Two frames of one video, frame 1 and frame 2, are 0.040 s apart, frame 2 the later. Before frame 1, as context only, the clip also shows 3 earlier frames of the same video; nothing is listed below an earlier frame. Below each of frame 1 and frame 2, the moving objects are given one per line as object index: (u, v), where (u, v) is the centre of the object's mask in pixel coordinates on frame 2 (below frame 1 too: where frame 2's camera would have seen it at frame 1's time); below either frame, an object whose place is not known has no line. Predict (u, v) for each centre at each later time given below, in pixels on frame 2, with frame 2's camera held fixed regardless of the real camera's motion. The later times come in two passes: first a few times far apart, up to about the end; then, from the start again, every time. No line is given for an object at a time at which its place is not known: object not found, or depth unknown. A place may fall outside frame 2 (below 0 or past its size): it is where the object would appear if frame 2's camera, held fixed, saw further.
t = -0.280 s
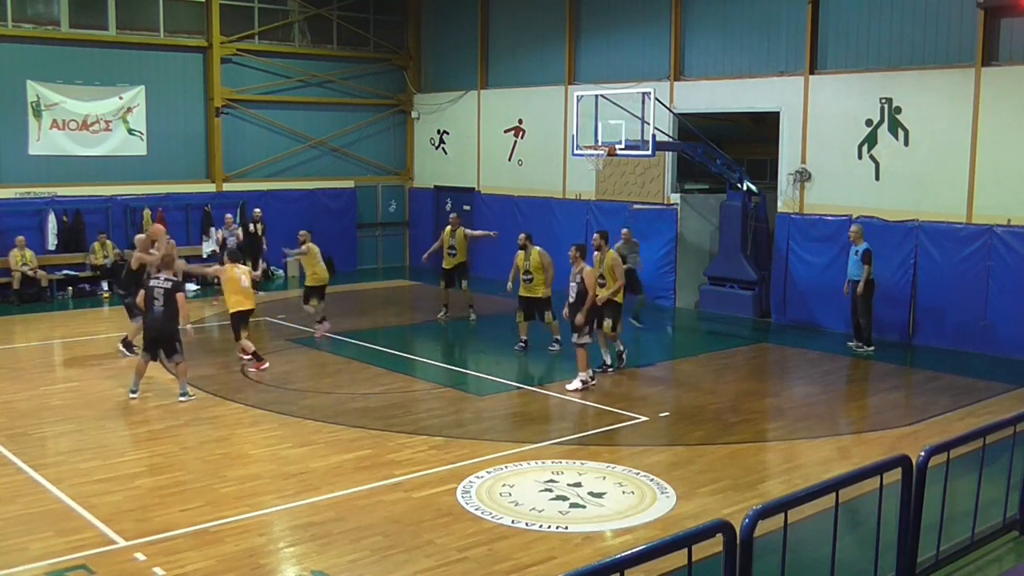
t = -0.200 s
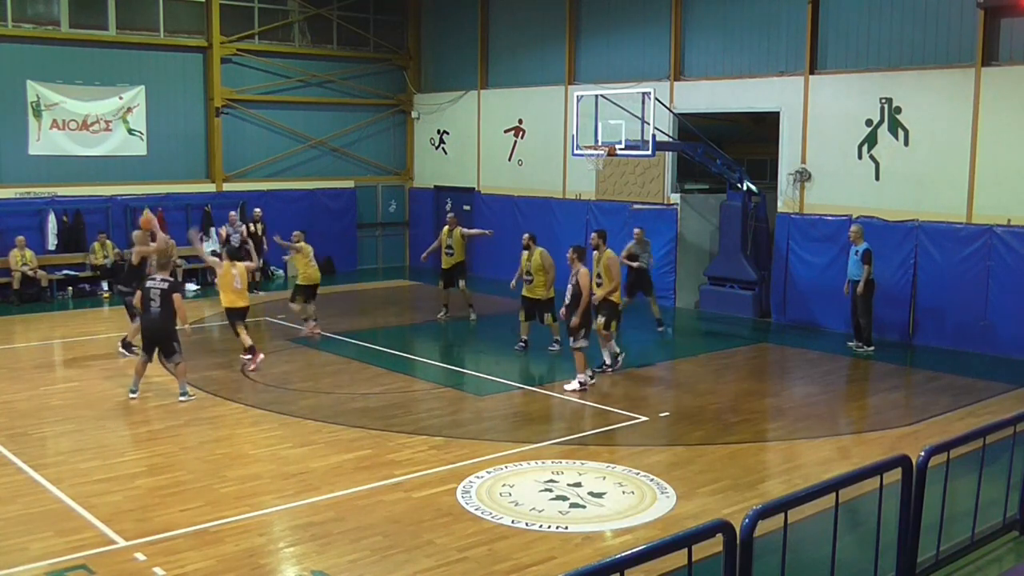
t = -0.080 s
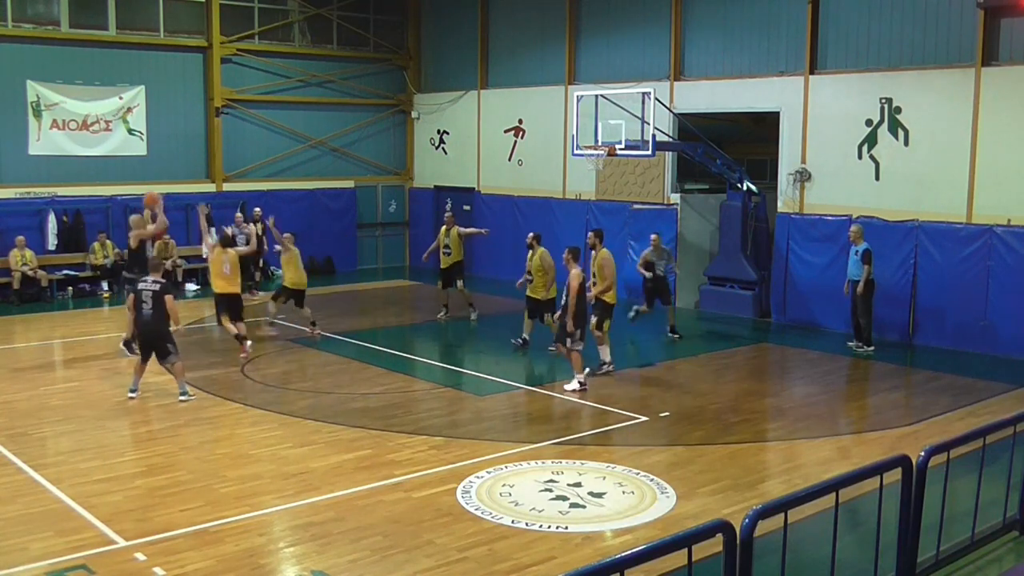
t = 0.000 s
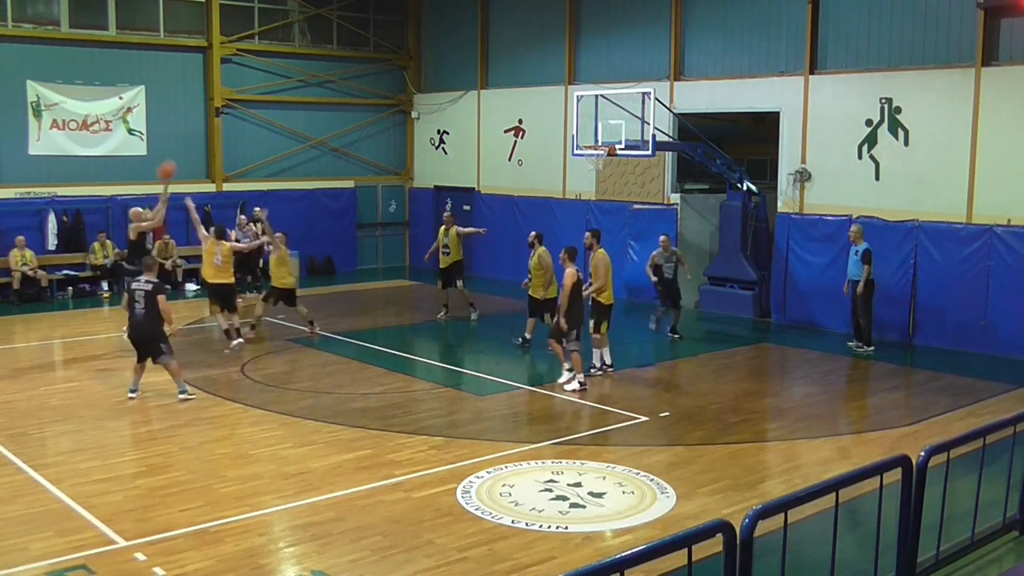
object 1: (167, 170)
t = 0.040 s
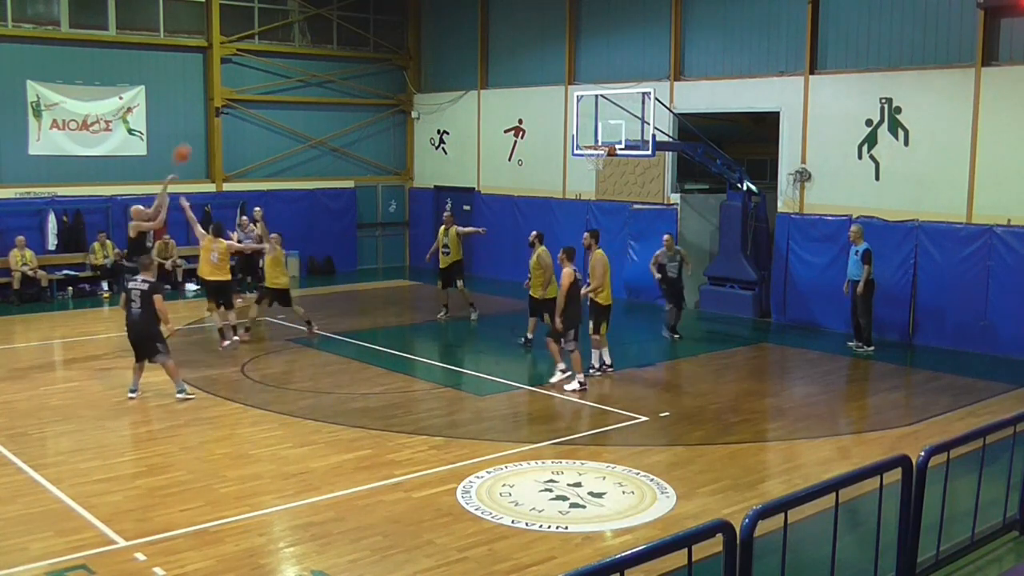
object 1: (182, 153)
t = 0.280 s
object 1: (272, 77)
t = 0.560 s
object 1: (371, 40)
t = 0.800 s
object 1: (450, 48)
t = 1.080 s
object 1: (535, 101)
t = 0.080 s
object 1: (197, 138)
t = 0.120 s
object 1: (213, 123)
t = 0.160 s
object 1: (228, 109)
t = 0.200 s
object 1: (244, 97)
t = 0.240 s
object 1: (258, 87)
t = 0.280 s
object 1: (272, 77)
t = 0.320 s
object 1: (287, 68)
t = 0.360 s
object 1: (301, 62)
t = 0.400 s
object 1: (315, 54)
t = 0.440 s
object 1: (329, 48)
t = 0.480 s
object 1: (343, 44)
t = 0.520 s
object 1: (357, 42)
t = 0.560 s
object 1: (371, 40)
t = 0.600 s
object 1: (384, 39)
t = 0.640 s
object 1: (397, 39)
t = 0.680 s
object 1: (411, 40)
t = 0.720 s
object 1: (423, 41)
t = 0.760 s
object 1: (437, 44)
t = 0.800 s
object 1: (450, 48)
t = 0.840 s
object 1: (462, 53)
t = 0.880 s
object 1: (474, 58)
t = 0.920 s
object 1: (487, 64)
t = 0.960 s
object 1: (499, 72)
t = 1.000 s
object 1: (511, 80)
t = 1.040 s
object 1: (523, 90)
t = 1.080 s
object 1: (535, 101)
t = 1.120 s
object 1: (546, 112)
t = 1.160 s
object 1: (558, 124)
